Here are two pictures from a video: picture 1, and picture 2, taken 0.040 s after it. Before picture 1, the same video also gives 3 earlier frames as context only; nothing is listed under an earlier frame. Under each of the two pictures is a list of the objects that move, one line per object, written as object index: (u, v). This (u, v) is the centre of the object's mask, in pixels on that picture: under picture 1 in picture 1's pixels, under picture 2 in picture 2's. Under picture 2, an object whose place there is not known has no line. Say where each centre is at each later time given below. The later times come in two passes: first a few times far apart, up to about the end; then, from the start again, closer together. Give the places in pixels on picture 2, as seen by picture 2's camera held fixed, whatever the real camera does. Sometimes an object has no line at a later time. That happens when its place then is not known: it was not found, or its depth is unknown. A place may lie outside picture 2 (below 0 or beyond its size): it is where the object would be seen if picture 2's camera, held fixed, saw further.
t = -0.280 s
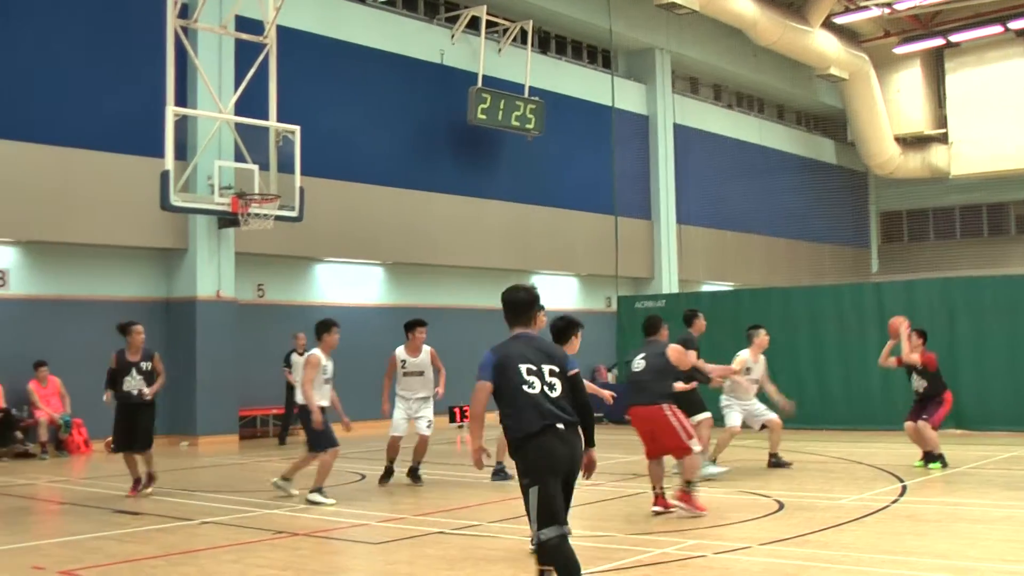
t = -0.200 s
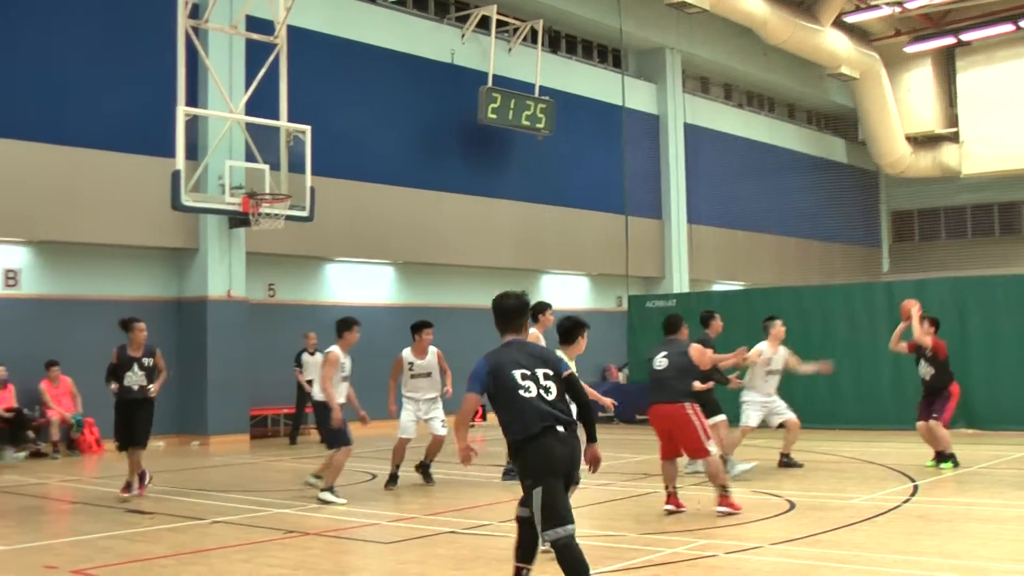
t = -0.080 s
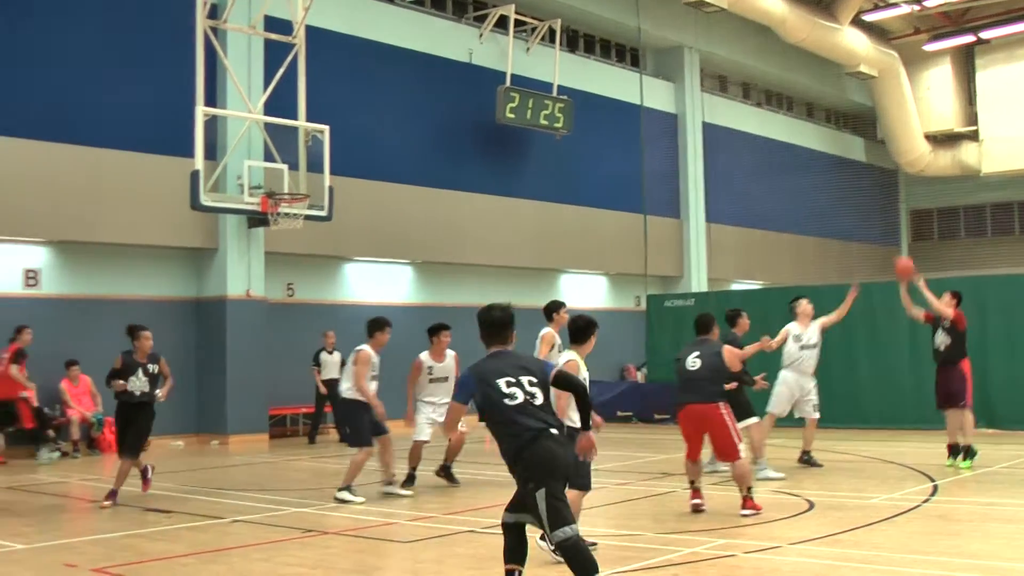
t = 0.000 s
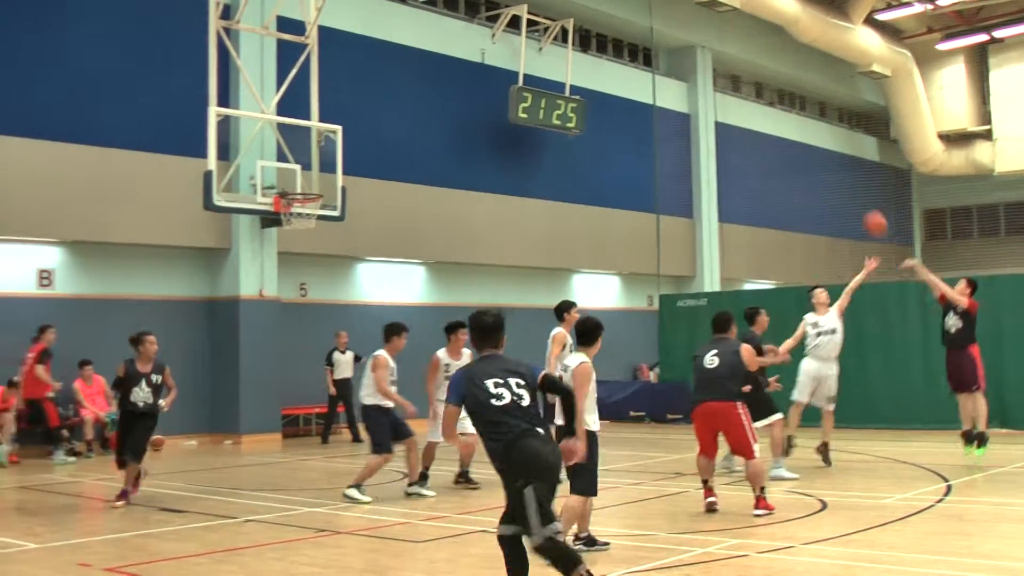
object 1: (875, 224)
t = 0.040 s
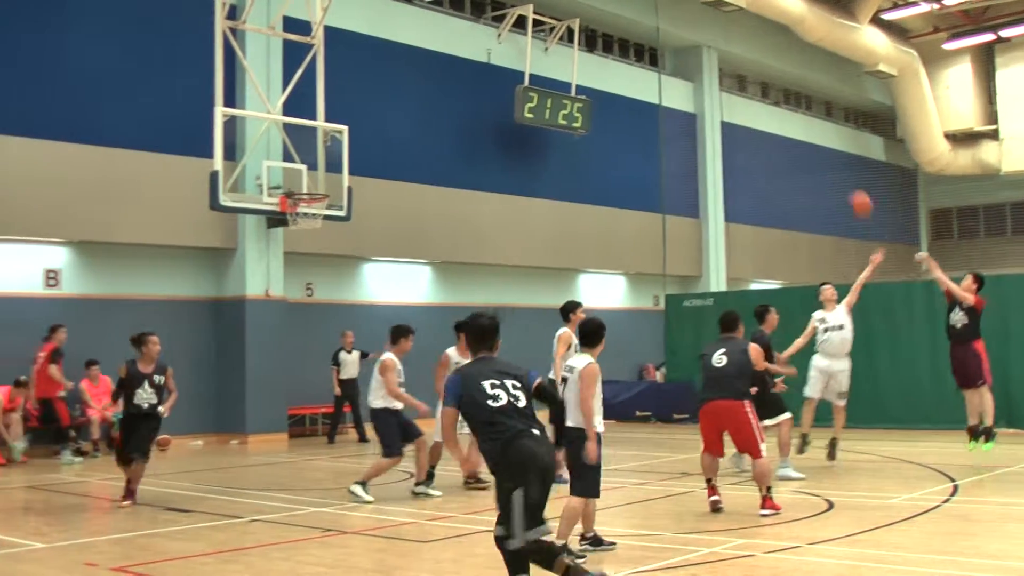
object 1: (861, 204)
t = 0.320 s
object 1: (711, 107)
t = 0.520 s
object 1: (610, 81)
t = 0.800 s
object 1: (473, 103)
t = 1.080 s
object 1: (337, 194)
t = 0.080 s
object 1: (840, 186)
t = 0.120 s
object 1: (818, 169)
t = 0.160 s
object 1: (796, 153)
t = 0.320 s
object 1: (711, 107)
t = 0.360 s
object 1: (691, 99)
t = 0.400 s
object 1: (671, 94)
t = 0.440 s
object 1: (651, 88)
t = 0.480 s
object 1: (631, 83)
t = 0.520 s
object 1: (610, 81)
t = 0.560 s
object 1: (591, 79)
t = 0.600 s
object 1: (570, 80)
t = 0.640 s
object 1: (550, 82)
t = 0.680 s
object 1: (532, 84)
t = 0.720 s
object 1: (511, 90)
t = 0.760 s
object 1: (492, 95)
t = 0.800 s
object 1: (473, 103)
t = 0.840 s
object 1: (453, 112)
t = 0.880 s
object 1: (434, 122)
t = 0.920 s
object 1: (415, 133)
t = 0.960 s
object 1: (395, 146)
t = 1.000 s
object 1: (376, 159)
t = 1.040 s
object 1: (357, 175)
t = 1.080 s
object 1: (337, 194)
